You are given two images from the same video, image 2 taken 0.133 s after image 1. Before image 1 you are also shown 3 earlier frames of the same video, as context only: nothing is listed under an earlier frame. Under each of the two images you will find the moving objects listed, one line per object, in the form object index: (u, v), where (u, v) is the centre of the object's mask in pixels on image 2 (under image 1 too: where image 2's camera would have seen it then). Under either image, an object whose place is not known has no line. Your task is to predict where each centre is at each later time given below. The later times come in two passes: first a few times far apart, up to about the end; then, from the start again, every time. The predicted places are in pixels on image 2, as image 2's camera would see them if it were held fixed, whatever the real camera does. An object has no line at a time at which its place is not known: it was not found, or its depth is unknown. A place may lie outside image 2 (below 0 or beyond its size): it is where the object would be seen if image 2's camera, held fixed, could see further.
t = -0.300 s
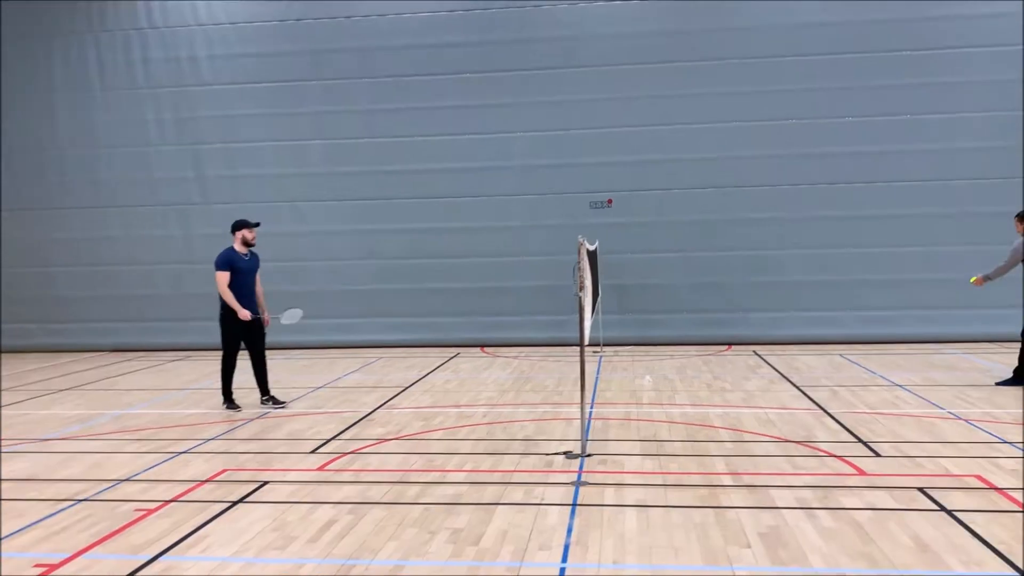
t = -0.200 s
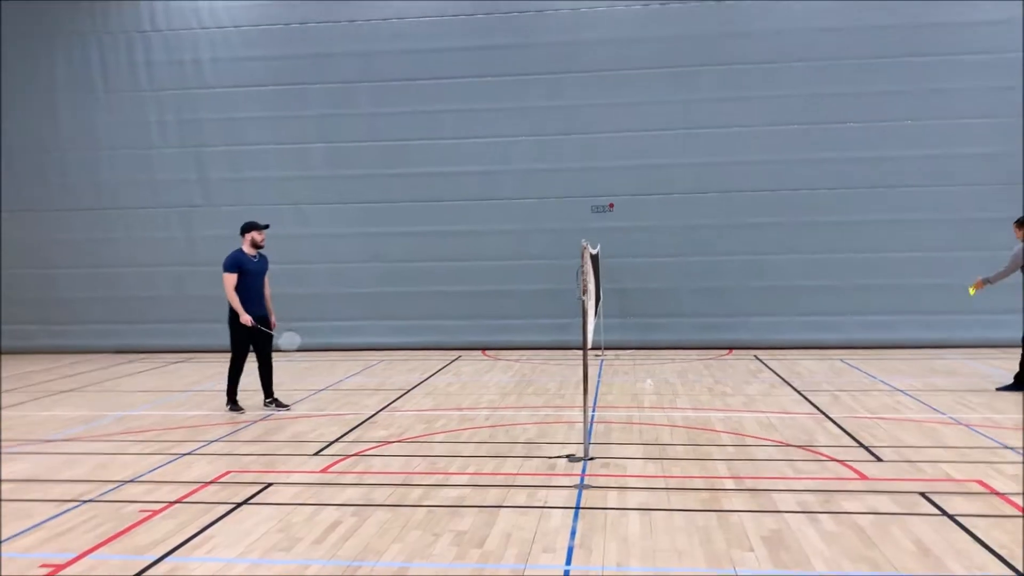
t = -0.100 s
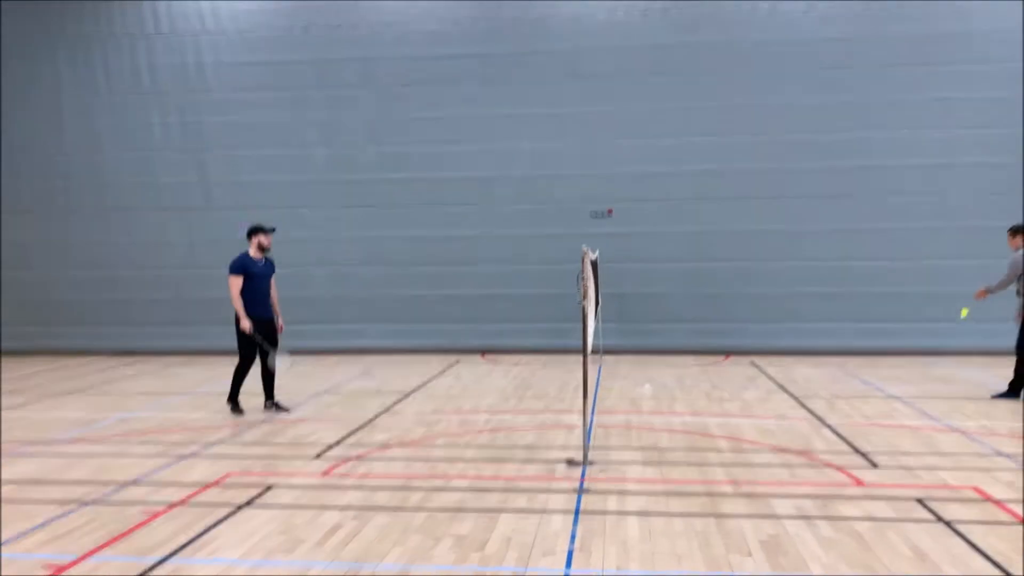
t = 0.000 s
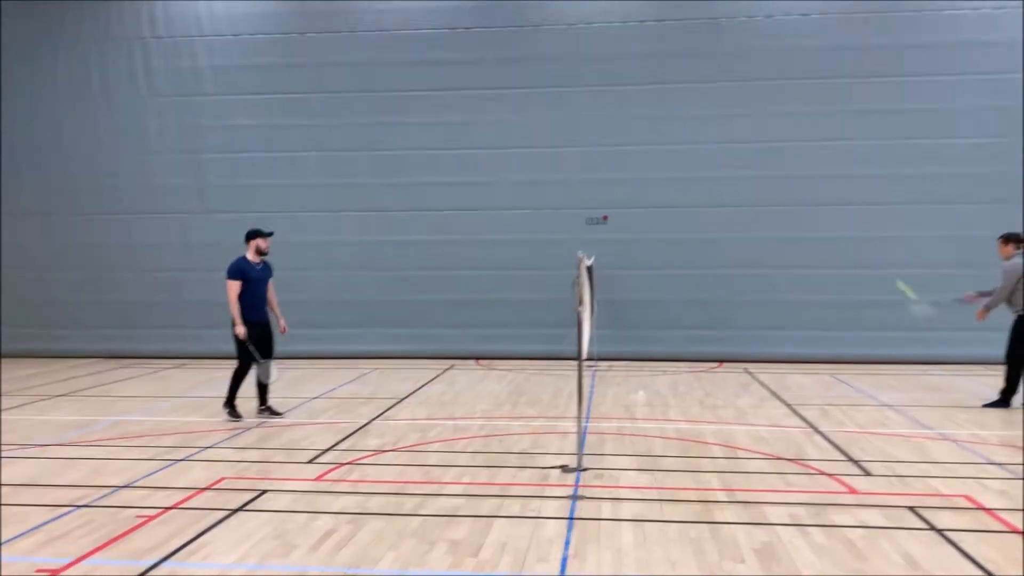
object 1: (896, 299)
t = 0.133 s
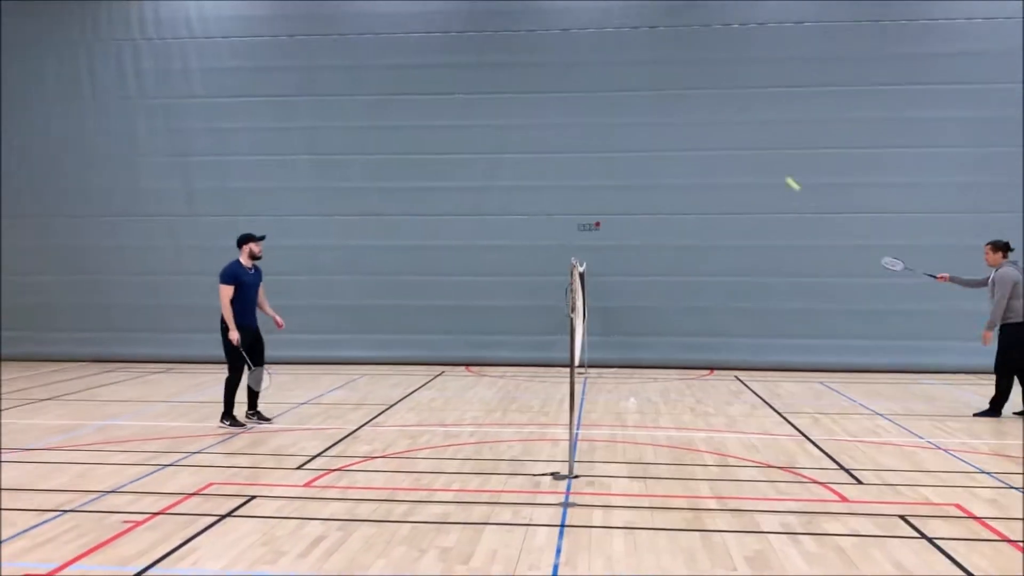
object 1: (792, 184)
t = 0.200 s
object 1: (749, 144)
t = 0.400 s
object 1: (651, 75)
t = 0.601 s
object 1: (570, 53)
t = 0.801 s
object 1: (504, 70)
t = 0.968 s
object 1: (456, 109)
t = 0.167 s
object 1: (770, 163)
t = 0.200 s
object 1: (749, 144)
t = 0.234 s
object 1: (731, 128)
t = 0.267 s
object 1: (714, 115)
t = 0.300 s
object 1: (697, 102)
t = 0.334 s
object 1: (681, 92)
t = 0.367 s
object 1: (665, 83)
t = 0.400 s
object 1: (651, 75)
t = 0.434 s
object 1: (636, 68)
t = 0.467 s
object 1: (623, 63)
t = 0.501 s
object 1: (609, 58)
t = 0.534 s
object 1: (597, 56)
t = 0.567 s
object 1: (584, 54)
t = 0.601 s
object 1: (570, 53)
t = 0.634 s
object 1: (559, 54)
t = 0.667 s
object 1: (547, 55)
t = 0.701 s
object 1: (536, 57)
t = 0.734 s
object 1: (525, 60)
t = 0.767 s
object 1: (514, 64)
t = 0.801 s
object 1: (504, 70)
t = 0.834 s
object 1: (493, 76)
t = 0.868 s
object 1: (484, 83)
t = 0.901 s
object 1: (475, 91)
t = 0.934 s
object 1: (465, 100)
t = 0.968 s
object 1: (456, 109)
